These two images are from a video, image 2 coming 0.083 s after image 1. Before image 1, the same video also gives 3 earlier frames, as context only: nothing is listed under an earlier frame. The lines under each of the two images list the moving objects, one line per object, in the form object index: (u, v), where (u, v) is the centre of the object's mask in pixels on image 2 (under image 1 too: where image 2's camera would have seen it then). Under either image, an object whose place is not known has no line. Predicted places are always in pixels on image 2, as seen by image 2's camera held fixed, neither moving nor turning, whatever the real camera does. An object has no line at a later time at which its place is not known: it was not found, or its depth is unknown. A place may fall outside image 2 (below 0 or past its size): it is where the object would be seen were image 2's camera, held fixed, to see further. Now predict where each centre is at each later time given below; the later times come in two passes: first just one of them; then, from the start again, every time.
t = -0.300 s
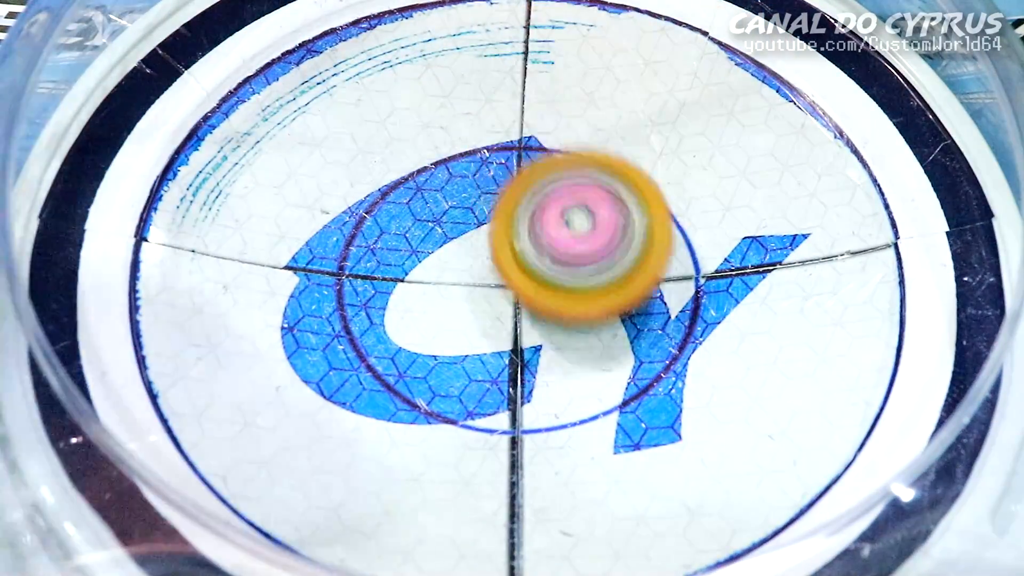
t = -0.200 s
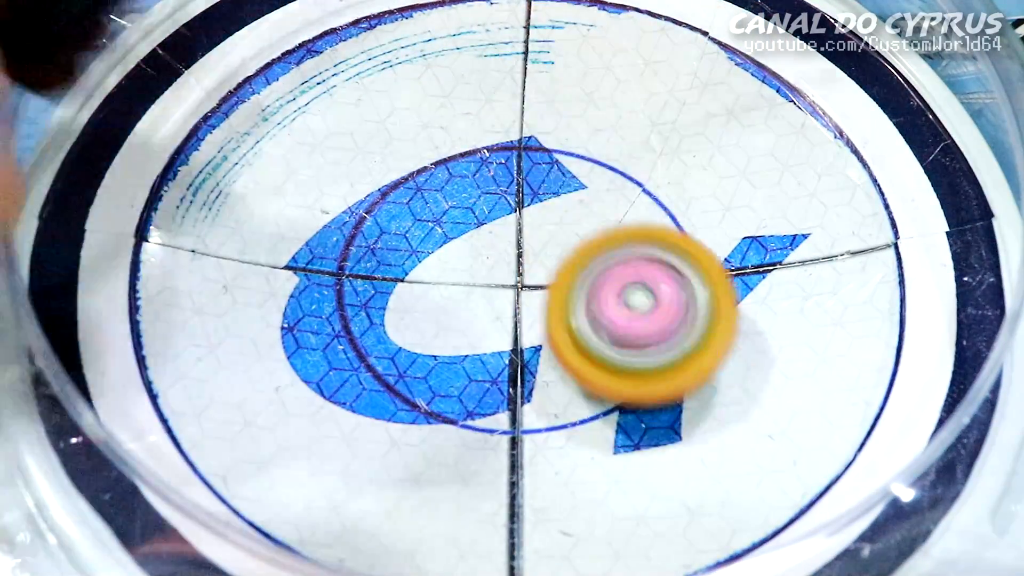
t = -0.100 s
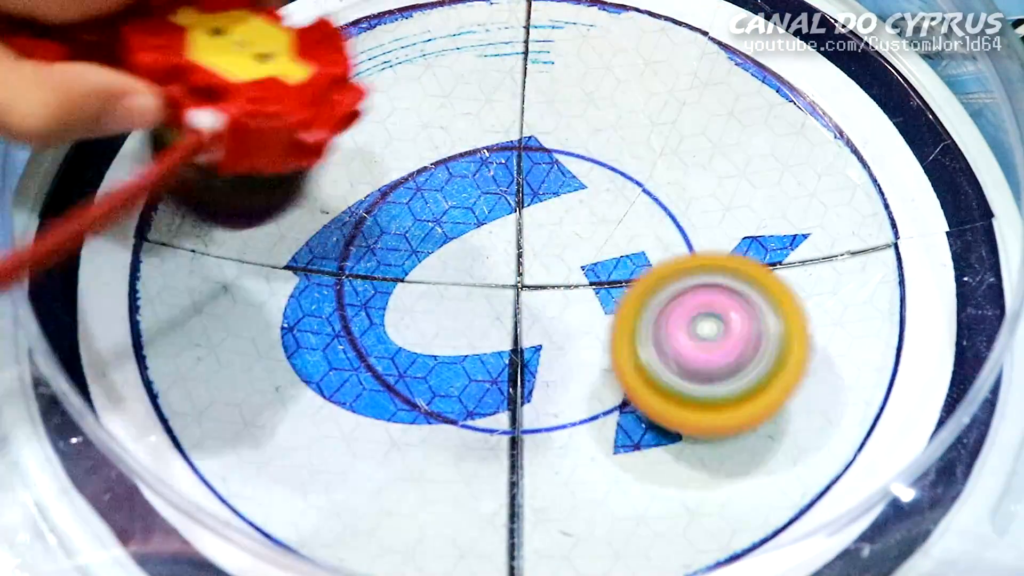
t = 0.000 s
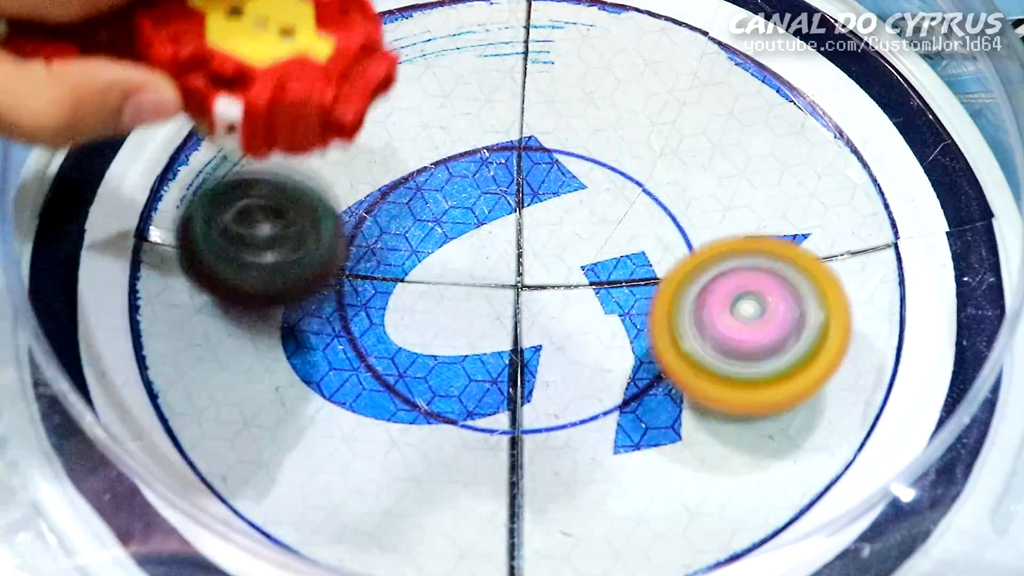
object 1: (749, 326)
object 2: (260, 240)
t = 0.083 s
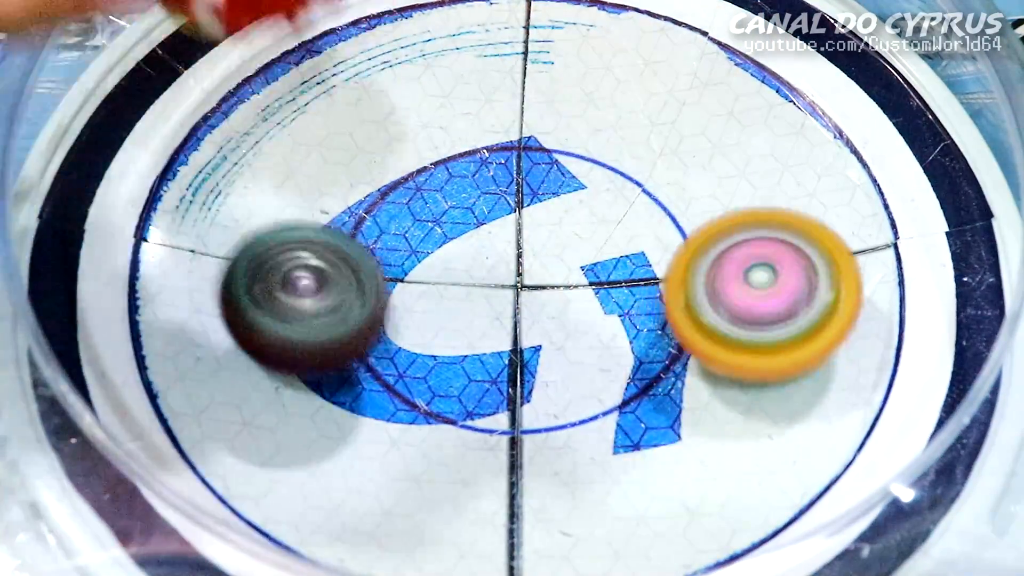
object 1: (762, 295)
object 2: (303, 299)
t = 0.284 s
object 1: (713, 217)
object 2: (464, 278)
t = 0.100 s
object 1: (763, 288)
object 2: (316, 313)
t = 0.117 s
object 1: (763, 282)
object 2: (331, 332)
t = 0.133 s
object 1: (762, 276)
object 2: (342, 335)
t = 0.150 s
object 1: (762, 268)
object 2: (355, 334)
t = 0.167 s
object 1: (761, 261)
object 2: (368, 337)
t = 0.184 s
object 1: (758, 254)
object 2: (384, 335)
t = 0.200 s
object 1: (754, 247)
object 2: (399, 330)
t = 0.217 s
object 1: (749, 239)
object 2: (414, 324)
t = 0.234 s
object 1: (742, 233)
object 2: (428, 315)
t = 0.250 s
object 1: (734, 227)
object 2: (441, 302)
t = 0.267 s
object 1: (724, 221)
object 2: (454, 291)
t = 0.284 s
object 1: (713, 217)
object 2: (464, 278)
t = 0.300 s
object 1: (701, 213)
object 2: (473, 263)
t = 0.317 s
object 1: (689, 211)
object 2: (481, 248)
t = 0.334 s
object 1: (675, 209)
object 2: (486, 232)
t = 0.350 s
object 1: (662, 209)
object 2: (488, 217)
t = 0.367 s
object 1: (662, 211)
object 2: (469, 197)
